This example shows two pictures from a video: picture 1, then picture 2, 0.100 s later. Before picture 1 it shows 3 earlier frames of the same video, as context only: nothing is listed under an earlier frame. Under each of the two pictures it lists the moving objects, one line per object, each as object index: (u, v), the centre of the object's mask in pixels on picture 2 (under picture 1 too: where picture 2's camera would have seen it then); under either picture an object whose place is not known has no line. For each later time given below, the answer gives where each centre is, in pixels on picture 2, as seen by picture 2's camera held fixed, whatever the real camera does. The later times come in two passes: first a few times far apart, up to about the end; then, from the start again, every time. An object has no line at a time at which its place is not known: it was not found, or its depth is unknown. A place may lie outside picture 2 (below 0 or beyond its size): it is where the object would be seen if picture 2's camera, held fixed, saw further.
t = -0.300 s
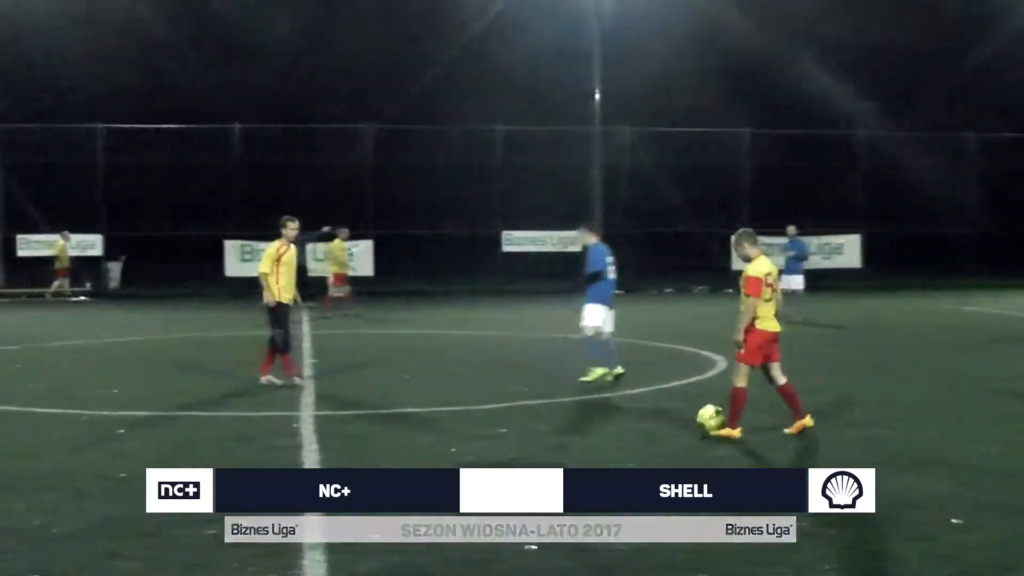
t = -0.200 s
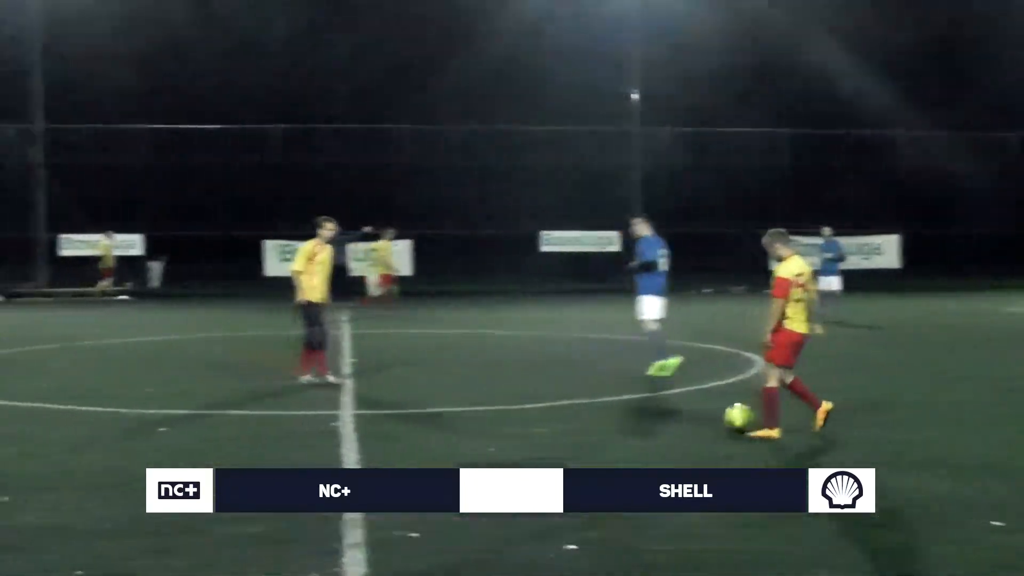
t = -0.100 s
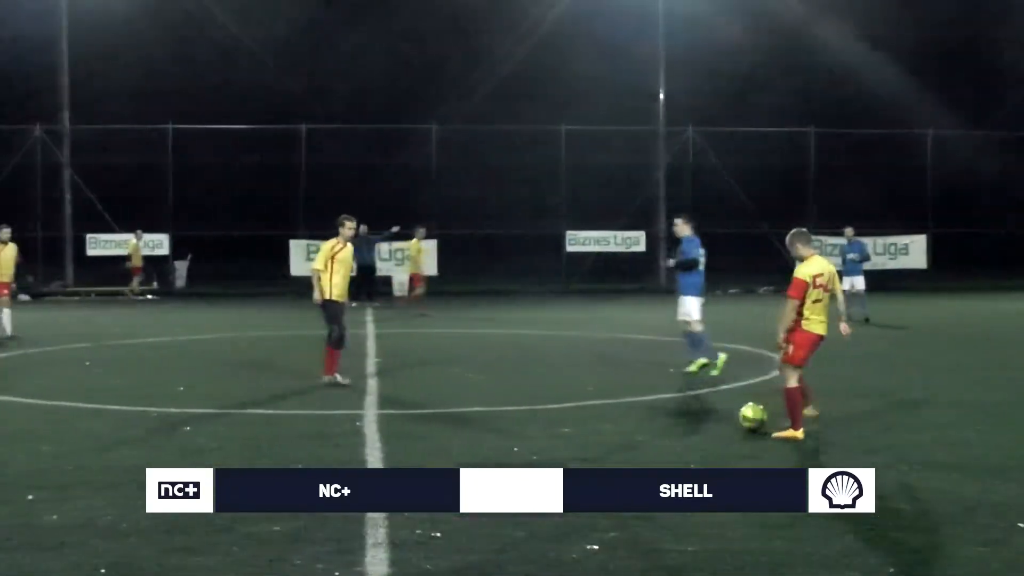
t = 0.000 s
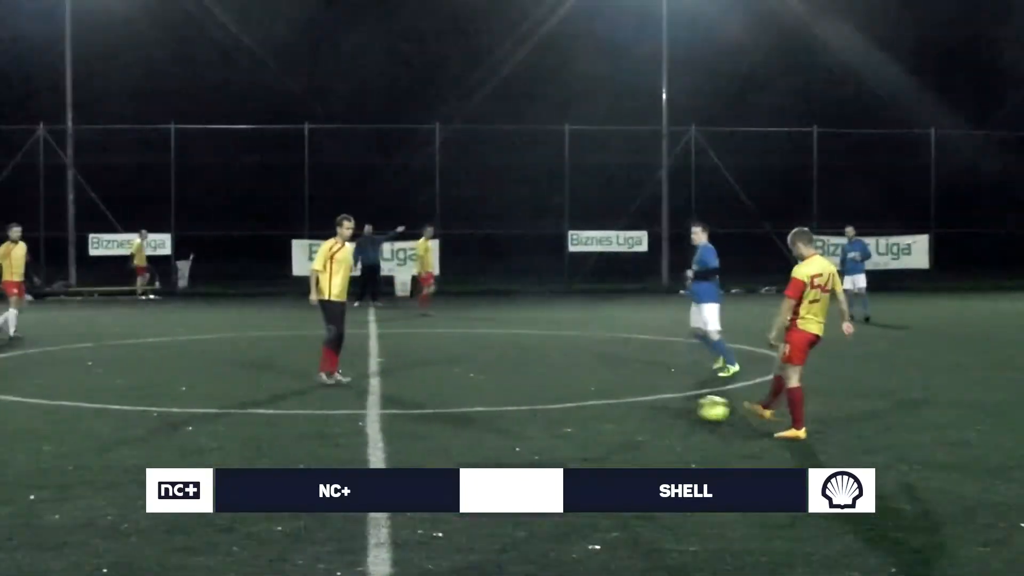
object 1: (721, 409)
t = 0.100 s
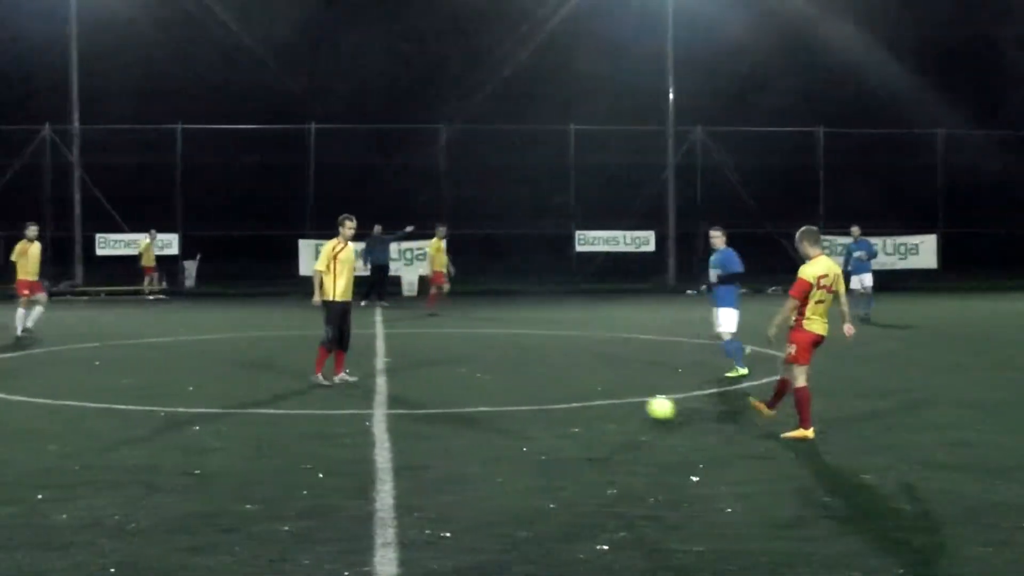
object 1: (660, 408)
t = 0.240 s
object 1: (584, 402)
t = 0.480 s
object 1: (499, 396)
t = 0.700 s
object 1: (438, 391)
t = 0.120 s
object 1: (645, 406)
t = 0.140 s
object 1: (632, 405)
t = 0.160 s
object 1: (624, 403)
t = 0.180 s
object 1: (611, 403)
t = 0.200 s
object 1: (602, 402)
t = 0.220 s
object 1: (594, 403)
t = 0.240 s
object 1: (584, 402)
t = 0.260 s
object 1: (578, 401)
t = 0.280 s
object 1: (567, 399)
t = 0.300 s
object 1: (560, 398)
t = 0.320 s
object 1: (553, 398)
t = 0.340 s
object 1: (546, 397)
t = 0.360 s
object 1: (538, 398)
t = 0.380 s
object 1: (530, 398)
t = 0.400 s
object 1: (523, 398)
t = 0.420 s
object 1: (517, 397)
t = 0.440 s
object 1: (511, 396)
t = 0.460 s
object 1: (504, 396)
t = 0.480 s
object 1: (499, 396)
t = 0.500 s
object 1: (493, 396)
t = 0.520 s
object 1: (485, 395)
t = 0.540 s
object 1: (480, 394)
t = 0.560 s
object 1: (473, 393)
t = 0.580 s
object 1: (468, 393)
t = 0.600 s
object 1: (463, 393)
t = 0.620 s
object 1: (458, 393)
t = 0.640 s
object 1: (453, 392)
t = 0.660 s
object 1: (450, 391)
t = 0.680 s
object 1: (443, 391)
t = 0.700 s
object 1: (438, 391)
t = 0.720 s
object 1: (432, 391)
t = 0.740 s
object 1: (426, 390)
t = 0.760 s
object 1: (419, 389)
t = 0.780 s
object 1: (413, 388)
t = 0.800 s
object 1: (409, 389)
